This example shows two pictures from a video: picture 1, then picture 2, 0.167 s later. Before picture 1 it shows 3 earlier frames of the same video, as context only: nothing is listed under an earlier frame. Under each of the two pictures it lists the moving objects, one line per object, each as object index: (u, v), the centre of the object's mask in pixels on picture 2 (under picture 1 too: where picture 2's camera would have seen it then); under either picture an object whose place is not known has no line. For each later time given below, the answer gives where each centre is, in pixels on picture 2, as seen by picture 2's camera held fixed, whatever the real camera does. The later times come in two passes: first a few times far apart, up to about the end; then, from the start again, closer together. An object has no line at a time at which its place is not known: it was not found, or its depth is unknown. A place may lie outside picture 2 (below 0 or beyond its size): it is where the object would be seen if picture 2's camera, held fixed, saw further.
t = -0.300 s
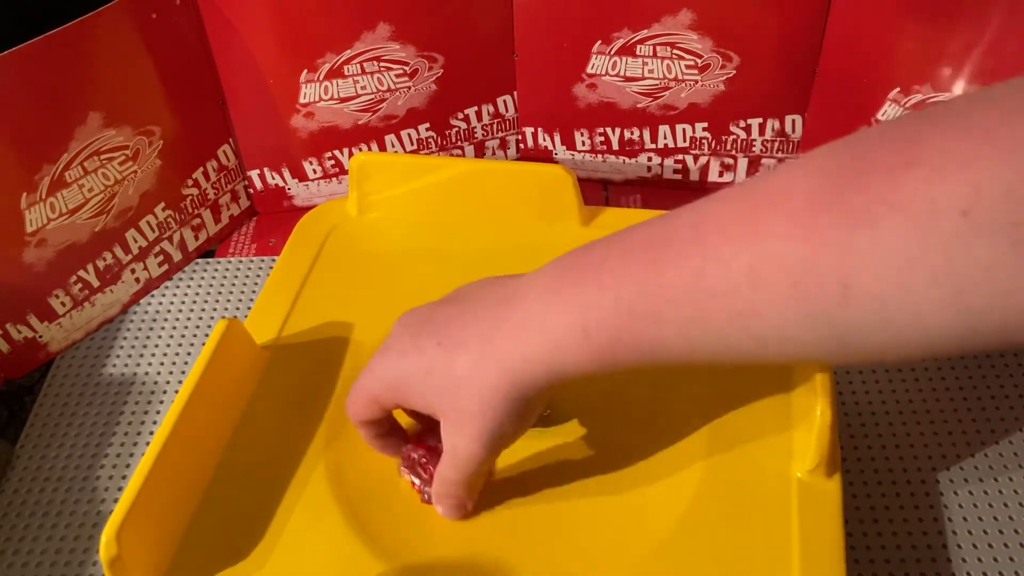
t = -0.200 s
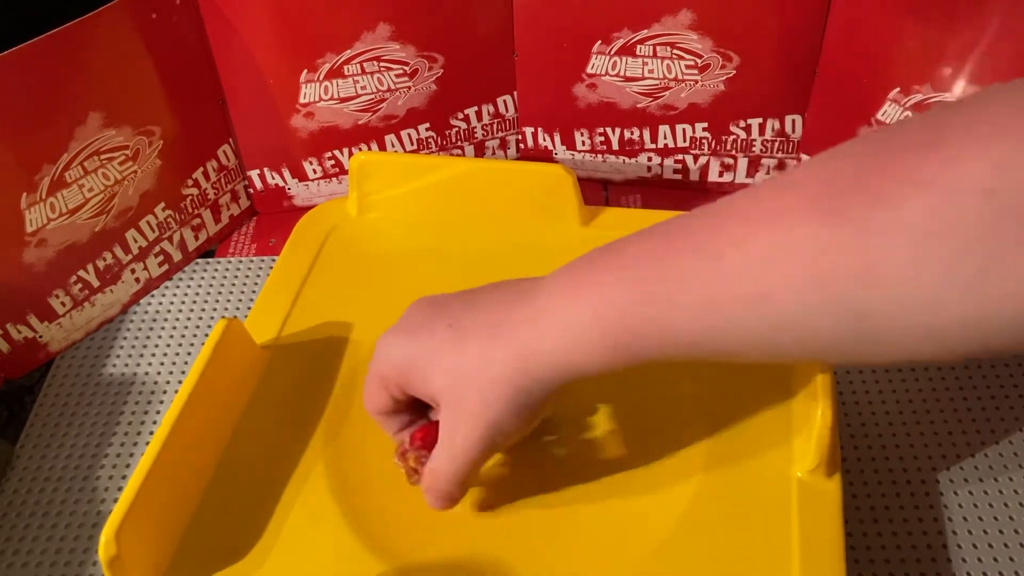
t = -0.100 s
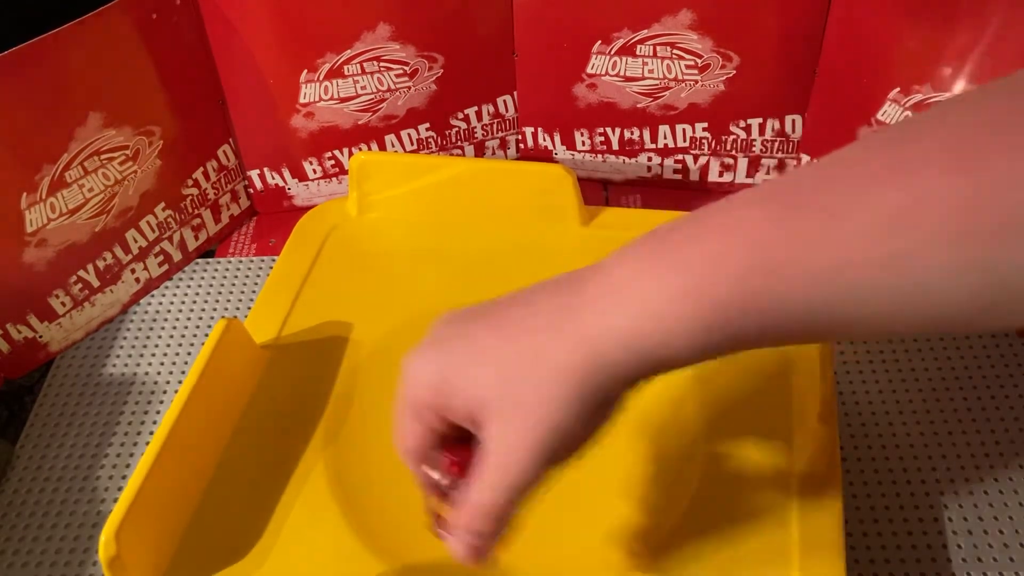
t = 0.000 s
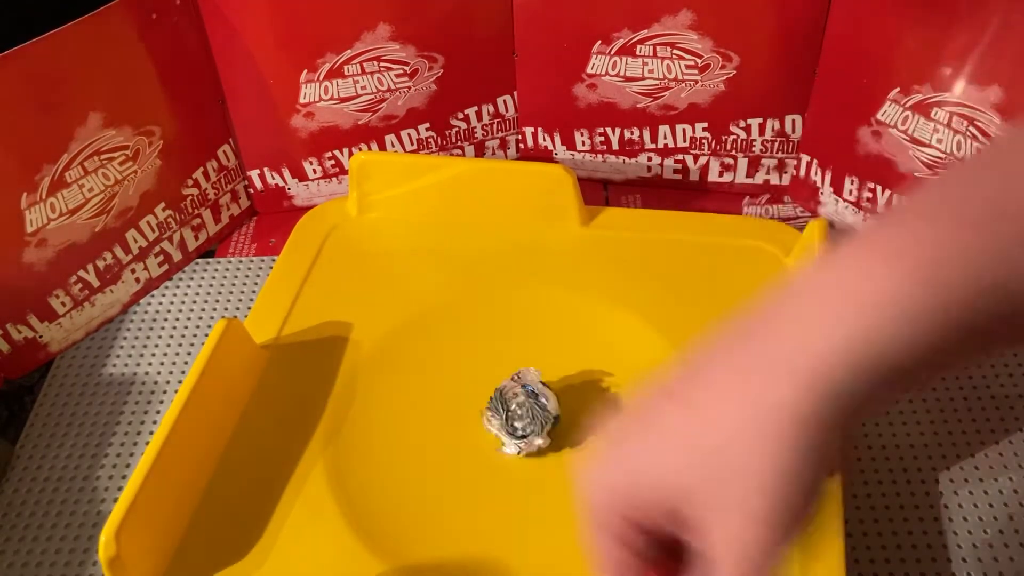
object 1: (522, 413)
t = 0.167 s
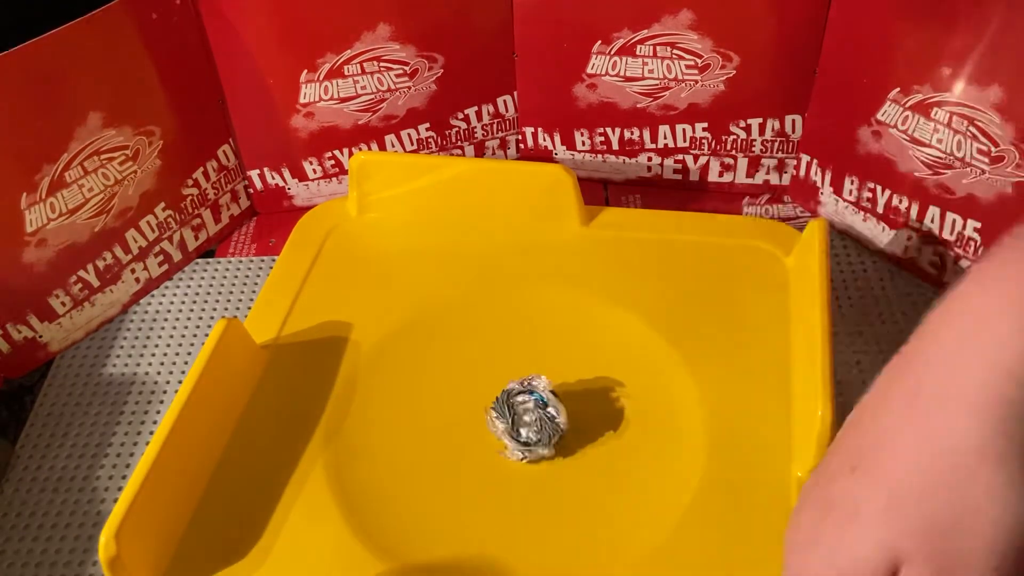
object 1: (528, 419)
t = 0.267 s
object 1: (525, 417)
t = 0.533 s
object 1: (525, 417)
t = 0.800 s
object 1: (526, 418)
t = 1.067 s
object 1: (526, 418)
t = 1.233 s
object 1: (526, 418)
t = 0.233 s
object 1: (526, 418)
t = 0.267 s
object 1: (525, 417)
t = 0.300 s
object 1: (525, 417)
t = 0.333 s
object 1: (526, 418)
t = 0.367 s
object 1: (526, 418)
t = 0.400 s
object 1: (526, 418)
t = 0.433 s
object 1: (525, 418)
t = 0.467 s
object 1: (519, 409)
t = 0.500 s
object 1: (519, 407)
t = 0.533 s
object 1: (525, 417)
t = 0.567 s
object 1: (526, 418)
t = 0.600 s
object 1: (526, 418)
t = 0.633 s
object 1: (526, 418)
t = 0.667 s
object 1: (526, 418)
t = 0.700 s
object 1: (526, 418)
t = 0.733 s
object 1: (526, 418)
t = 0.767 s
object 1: (526, 418)
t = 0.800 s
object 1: (526, 418)
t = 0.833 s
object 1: (526, 418)
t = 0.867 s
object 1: (526, 418)
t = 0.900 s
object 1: (526, 418)
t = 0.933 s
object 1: (526, 418)
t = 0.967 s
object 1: (526, 418)
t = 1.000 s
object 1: (526, 418)
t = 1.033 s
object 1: (526, 418)
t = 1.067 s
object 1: (526, 418)
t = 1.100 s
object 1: (526, 418)
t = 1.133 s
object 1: (526, 418)
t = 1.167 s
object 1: (526, 418)
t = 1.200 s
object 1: (526, 418)
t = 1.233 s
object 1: (526, 418)
